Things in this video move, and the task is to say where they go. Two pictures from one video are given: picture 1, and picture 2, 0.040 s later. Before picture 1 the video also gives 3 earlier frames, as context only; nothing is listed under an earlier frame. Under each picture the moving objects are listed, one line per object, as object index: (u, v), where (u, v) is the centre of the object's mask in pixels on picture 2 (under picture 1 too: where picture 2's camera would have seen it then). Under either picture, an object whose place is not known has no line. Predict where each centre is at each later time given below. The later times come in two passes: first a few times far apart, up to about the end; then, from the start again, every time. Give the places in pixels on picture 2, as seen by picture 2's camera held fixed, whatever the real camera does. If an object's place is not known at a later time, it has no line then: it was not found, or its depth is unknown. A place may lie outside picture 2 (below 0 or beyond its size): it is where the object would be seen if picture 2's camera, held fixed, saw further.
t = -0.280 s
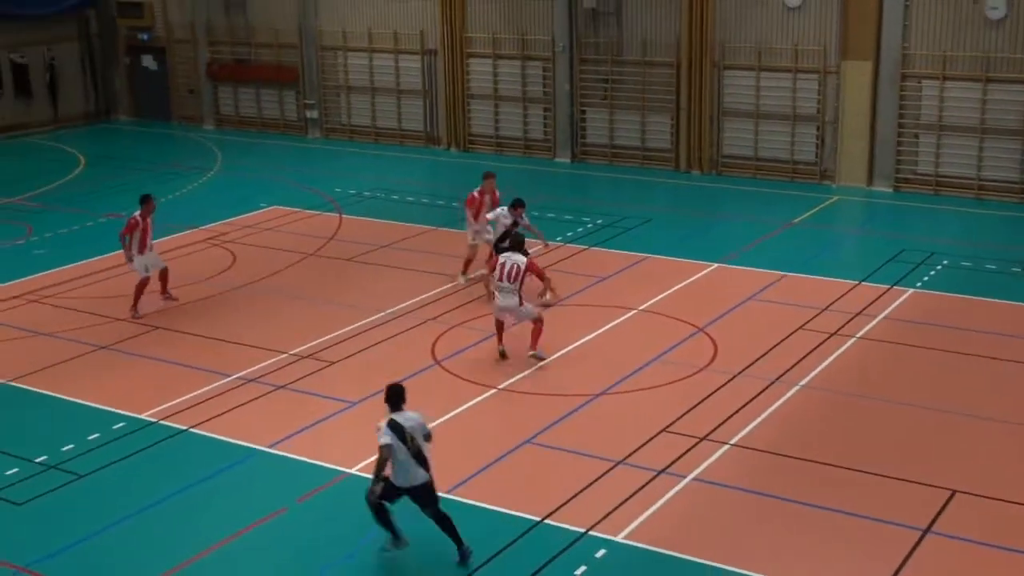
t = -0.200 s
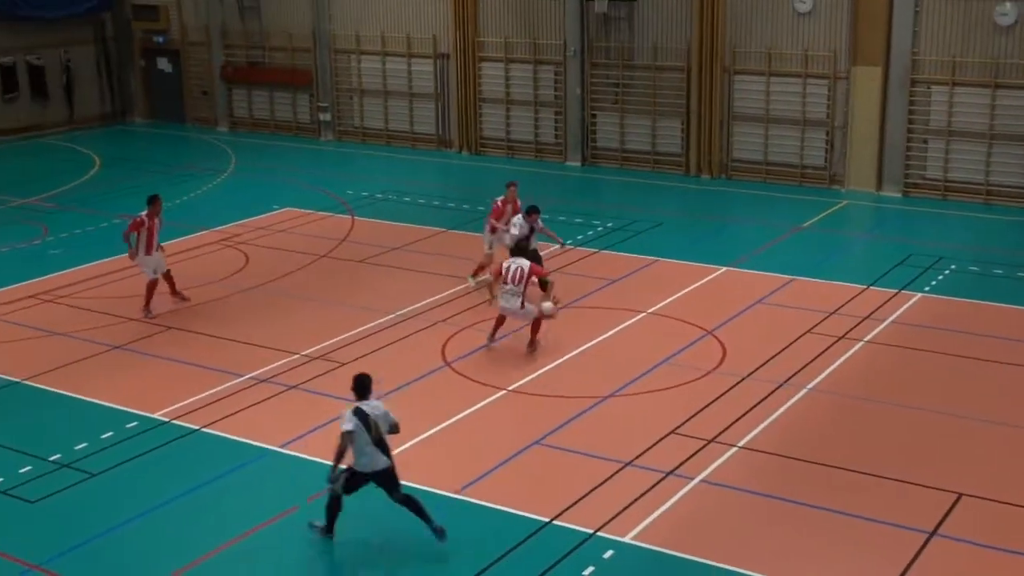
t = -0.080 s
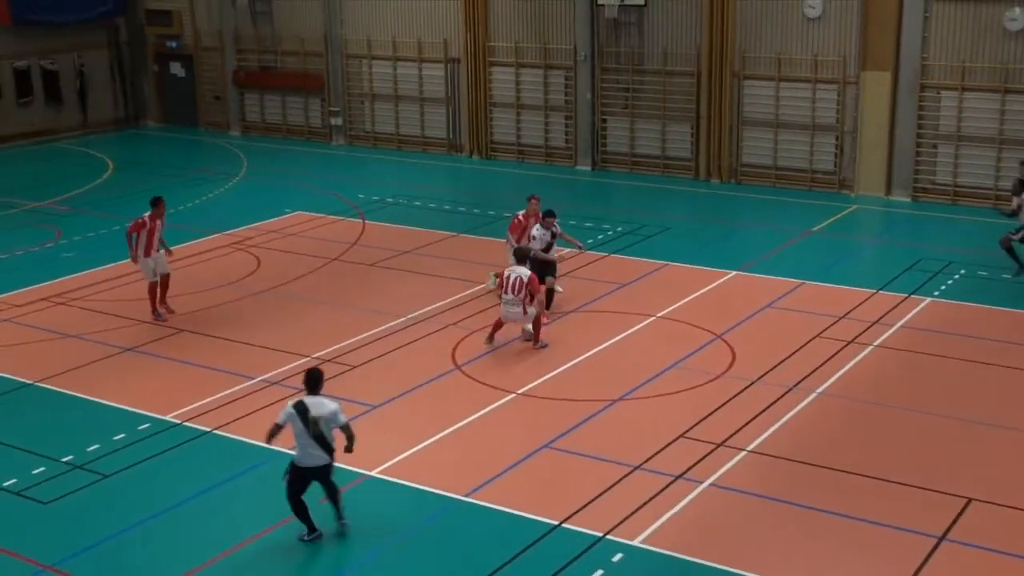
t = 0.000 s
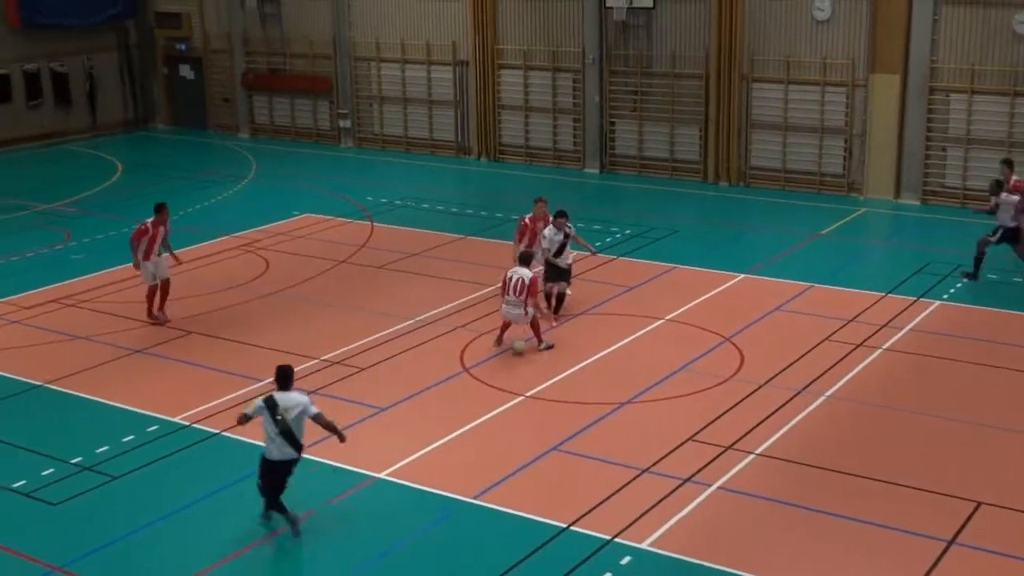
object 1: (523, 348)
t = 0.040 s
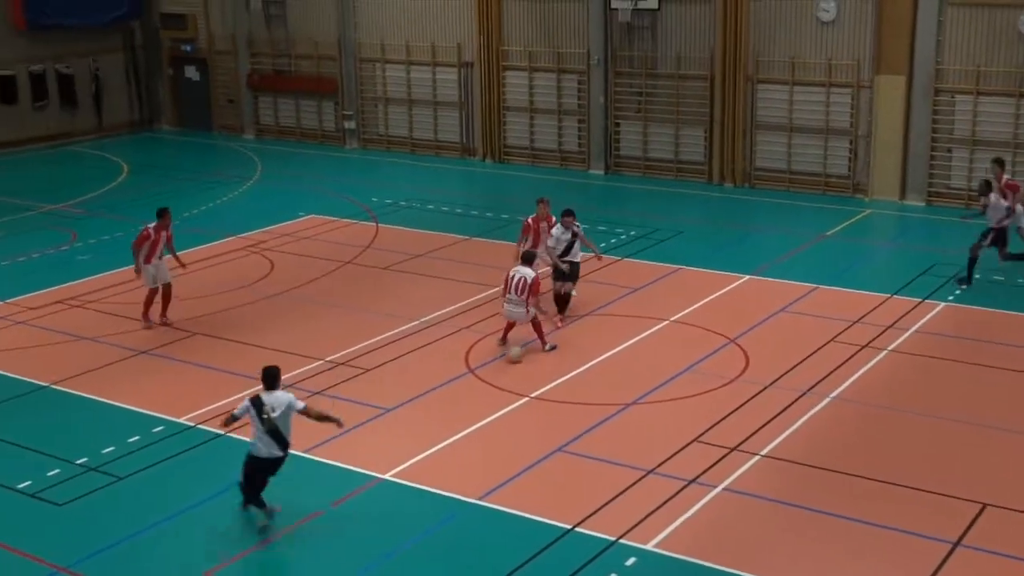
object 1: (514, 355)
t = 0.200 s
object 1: (478, 379)
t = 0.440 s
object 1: (424, 416)
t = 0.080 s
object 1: (504, 360)
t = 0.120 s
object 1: (496, 366)
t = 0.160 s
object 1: (486, 373)
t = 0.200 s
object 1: (478, 379)
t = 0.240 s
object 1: (469, 385)
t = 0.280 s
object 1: (460, 391)
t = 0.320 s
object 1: (452, 397)
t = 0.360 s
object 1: (443, 403)
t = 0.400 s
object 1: (433, 410)
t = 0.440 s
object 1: (424, 416)
